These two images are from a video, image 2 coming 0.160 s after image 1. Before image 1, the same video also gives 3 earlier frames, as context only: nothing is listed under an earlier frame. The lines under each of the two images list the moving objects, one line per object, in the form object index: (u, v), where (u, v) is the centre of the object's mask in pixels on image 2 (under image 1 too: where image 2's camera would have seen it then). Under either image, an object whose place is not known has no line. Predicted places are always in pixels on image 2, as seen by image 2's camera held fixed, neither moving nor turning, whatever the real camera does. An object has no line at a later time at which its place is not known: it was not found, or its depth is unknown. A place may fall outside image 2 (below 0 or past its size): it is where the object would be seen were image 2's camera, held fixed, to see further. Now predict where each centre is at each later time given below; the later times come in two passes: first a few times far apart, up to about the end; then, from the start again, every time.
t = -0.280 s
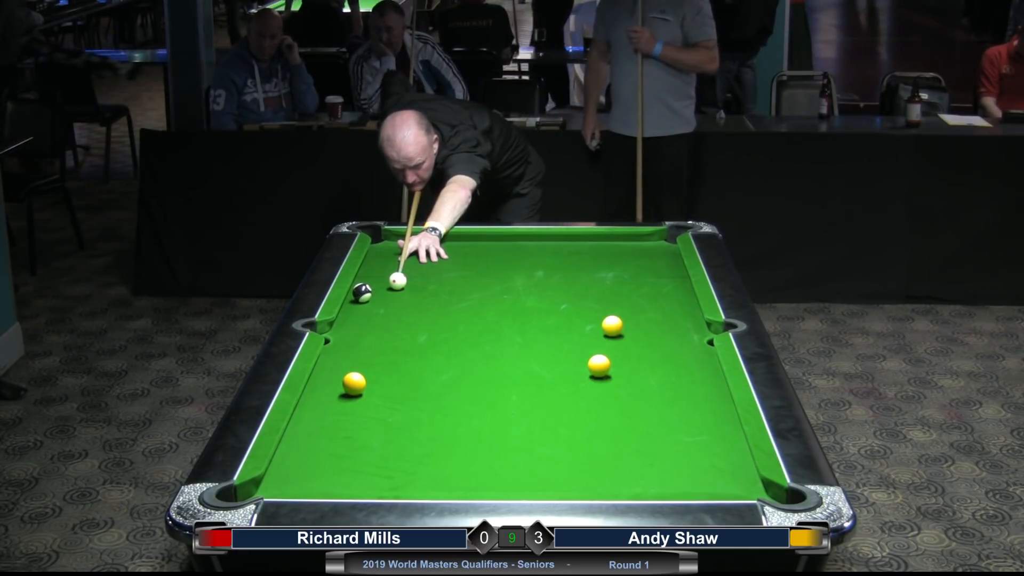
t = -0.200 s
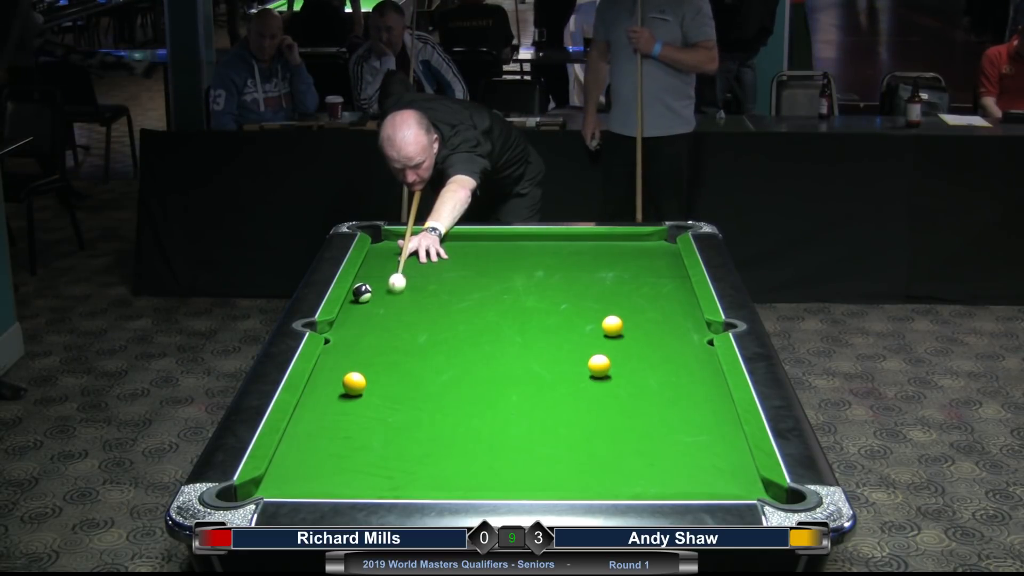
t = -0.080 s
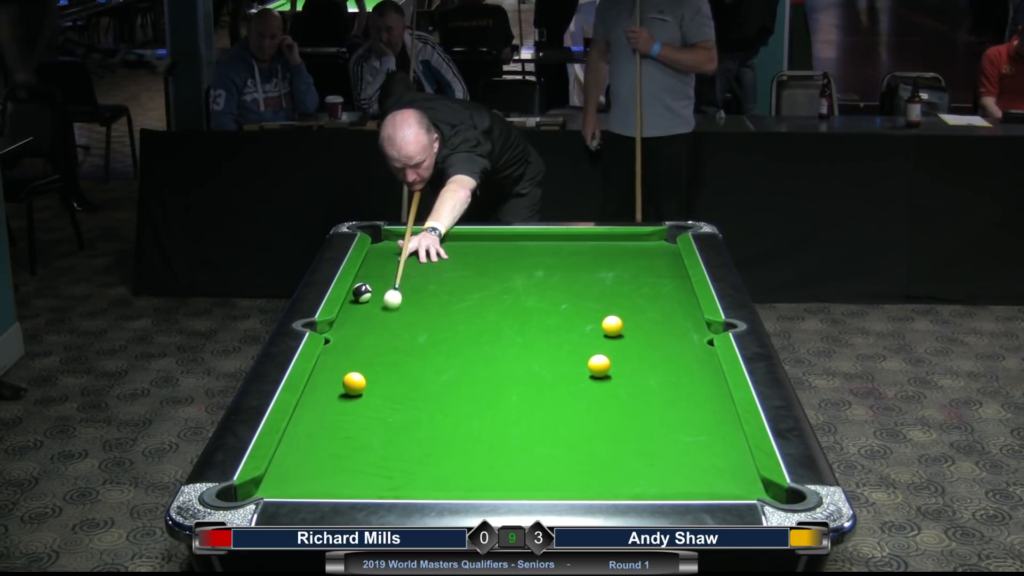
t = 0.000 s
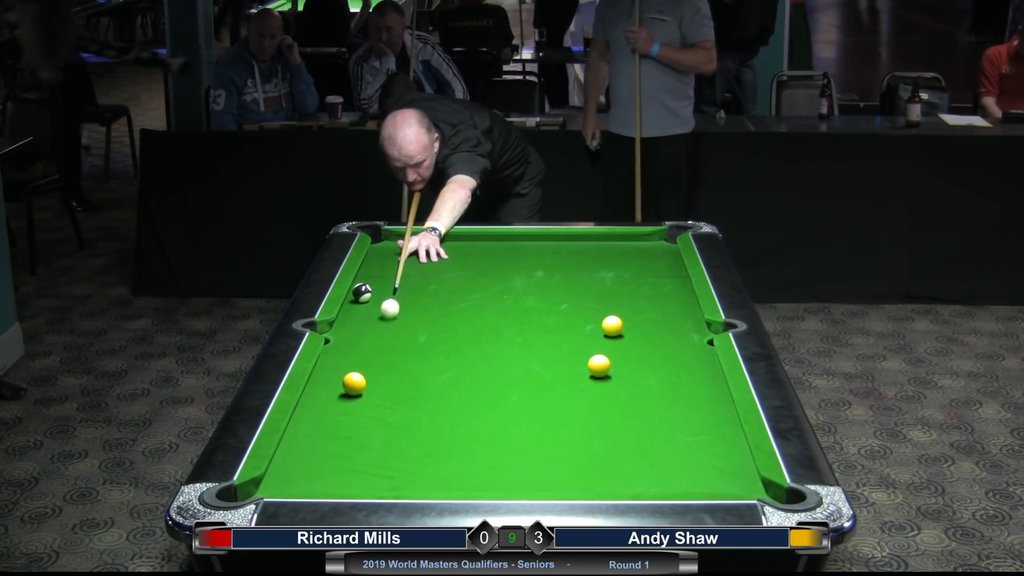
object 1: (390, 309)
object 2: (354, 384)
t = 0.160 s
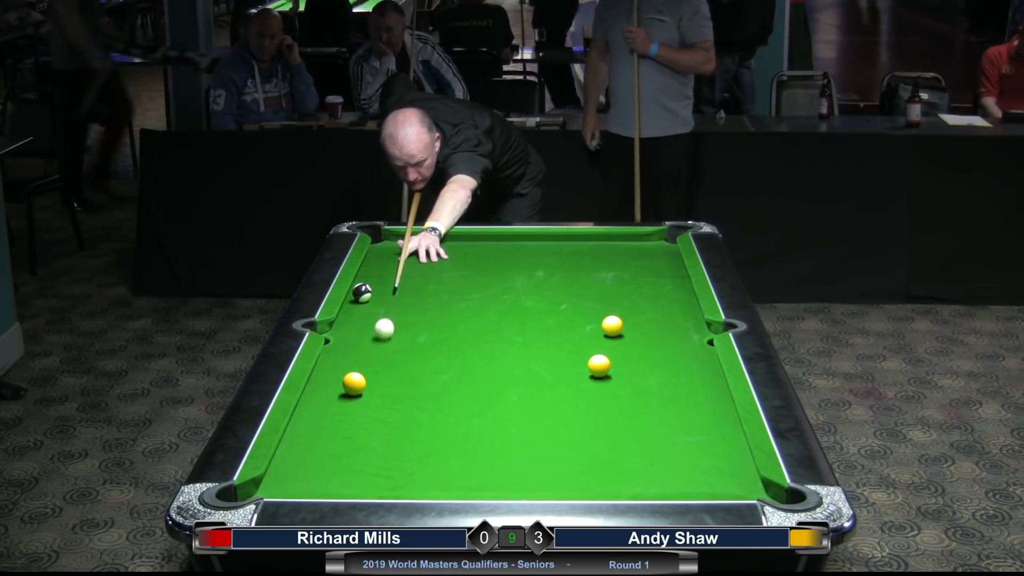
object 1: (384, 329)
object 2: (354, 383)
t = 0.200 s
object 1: (383, 334)
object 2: (354, 383)
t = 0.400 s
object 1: (375, 362)
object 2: (354, 383)
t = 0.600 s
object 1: (385, 384)
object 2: (339, 390)
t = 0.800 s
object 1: (414, 398)
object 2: (313, 401)
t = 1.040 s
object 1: (450, 415)
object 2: (316, 412)
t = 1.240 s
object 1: (480, 430)
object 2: (323, 421)
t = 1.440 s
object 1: (511, 445)
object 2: (330, 429)
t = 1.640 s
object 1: (542, 460)
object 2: (337, 437)
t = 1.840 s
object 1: (574, 474)
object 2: (344, 443)
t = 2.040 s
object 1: (605, 484)
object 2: (350, 449)
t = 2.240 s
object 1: (630, 484)
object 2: (356, 455)
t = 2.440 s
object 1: (648, 480)
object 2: (360, 459)
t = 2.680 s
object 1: (667, 473)
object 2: (364, 463)
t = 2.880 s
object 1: (682, 467)
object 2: (367, 466)
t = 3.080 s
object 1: (694, 463)
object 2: (369, 468)
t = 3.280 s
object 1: (705, 459)
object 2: (369, 469)
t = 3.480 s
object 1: (715, 456)
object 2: (369, 470)
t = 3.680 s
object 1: (723, 454)
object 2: (369, 470)
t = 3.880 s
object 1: (730, 453)
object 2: (369, 470)
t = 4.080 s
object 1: (735, 451)
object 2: (369, 470)
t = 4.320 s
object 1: (738, 451)
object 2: (369, 470)
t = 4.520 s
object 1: (737, 451)
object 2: (369, 470)
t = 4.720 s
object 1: (737, 451)
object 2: (369, 470)
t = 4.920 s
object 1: (738, 451)
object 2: (369, 470)
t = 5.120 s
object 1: (738, 451)
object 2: (369, 470)
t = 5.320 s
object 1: (738, 451)
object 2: (369, 470)
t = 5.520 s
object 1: (738, 451)
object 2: (369, 470)
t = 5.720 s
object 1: (738, 451)
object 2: (369, 470)
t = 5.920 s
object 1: (738, 451)
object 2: (369, 470)
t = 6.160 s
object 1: (737, 451)
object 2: (369, 470)
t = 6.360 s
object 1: (738, 451)
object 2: (369, 470)
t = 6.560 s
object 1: (738, 451)
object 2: (369, 470)
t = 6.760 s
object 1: (738, 451)
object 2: (369, 470)
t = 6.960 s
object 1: (738, 451)
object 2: (369, 470)
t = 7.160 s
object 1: (738, 451)
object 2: (369, 470)
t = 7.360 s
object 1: (737, 451)
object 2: (369, 470)
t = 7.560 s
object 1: (737, 451)
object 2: (369, 470)
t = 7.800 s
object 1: (738, 451)
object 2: (369, 470)
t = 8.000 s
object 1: (738, 451)
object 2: (369, 470)
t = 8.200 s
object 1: (738, 451)
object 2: (369, 470)
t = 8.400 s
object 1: (738, 451)
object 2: (369, 470)
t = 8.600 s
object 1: (738, 451)
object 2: (369, 470)
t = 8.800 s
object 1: (737, 451)
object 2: (369, 470)
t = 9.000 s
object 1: (738, 451)
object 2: (369, 470)
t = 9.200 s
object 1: (738, 451)
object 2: (369, 470)
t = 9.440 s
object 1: (737, 451)
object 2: (369, 470)
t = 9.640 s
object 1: (738, 451)
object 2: (369, 470)
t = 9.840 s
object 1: (737, 451)
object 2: (369, 470)
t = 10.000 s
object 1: (737, 451)
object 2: (369, 470)
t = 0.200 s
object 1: (383, 334)
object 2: (354, 383)
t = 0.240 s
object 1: (381, 340)
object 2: (354, 383)
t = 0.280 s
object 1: (380, 345)
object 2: (354, 383)
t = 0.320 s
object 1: (378, 351)
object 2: (354, 383)
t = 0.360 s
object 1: (376, 356)
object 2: (354, 383)
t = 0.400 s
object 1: (375, 362)
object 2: (354, 383)
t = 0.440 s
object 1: (373, 368)
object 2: (354, 383)
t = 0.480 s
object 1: (372, 373)
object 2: (354, 383)
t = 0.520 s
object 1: (374, 379)
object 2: (353, 384)
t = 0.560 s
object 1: (379, 381)
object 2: (345, 387)
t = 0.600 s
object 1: (385, 384)
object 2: (339, 390)
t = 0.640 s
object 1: (391, 387)
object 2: (334, 392)
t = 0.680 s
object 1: (397, 390)
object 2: (329, 394)
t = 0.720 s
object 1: (403, 392)
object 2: (324, 397)
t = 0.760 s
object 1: (408, 395)
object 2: (319, 399)
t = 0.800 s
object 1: (414, 398)
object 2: (313, 401)
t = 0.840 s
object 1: (420, 401)
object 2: (309, 404)
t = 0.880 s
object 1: (426, 404)
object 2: (310, 405)
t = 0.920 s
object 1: (432, 407)
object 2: (311, 407)
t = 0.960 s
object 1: (438, 409)
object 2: (313, 409)
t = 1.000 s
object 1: (444, 413)
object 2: (314, 411)
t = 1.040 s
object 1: (450, 415)
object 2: (316, 412)
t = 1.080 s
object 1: (456, 419)
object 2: (317, 414)
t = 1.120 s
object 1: (462, 422)
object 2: (319, 416)
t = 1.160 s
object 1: (468, 424)
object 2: (320, 418)
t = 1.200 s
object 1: (474, 428)
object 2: (322, 419)
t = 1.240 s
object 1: (480, 430)
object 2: (323, 421)
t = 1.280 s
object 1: (486, 434)
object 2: (325, 423)
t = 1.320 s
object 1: (492, 436)
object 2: (326, 424)
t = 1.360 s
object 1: (498, 440)
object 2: (327, 426)
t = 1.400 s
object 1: (505, 442)
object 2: (329, 427)
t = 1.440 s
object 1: (511, 445)
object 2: (330, 429)
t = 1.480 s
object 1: (517, 448)
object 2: (332, 431)
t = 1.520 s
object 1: (523, 451)
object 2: (333, 432)
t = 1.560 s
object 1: (530, 454)
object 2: (335, 434)
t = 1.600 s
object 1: (536, 457)
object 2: (336, 435)
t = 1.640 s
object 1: (542, 460)
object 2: (337, 437)
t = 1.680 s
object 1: (548, 462)
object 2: (339, 438)
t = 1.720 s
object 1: (555, 465)
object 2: (340, 439)
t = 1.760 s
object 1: (561, 469)
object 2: (341, 441)
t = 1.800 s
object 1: (568, 472)
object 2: (343, 442)
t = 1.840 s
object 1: (574, 474)
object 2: (344, 443)
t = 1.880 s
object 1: (580, 477)
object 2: (345, 445)
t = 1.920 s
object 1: (586, 479)
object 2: (347, 446)
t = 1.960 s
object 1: (593, 481)
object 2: (348, 447)
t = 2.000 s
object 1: (599, 482)
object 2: (349, 448)
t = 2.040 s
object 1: (605, 484)
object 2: (350, 449)
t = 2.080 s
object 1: (611, 485)
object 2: (351, 450)
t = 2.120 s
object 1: (617, 487)
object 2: (352, 452)
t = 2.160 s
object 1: (621, 485)
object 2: (354, 453)
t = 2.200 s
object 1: (626, 484)
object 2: (355, 454)
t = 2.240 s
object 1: (630, 484)
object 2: (356, 455)
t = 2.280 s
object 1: (633, 483)
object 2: (357, 456)
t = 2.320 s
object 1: (637, 482)
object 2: (357, 457)
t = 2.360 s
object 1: (641, 481)
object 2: (358, 458)
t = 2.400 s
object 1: (644, 480)
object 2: (359, 458)
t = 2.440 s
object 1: (648, 480)
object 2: (360, 459)
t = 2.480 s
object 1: (651, 479)
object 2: (361, 460)
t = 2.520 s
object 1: (655, 478)
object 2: (361, 461)
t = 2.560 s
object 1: (658, 477)
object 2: (362, 461)
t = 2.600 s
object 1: (661, 476)
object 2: (363, 462)
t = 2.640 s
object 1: (664, 474)
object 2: (364, 463)
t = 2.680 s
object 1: (667, 473)
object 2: (364, 463)
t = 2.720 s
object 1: (670, 472)
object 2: (365, 464)
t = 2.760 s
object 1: (673, 471)
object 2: (366, 465)
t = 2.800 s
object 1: (676, 470)
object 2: (367, 465)
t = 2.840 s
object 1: (679, 469)
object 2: (367, 466)
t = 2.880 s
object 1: (682, 467)
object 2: (367, 466)
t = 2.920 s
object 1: (684, 467)
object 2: (368, 467)
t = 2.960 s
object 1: (687, 466)
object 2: (368, 467)
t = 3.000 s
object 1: (689, 465)
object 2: (368, 467)
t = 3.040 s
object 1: (692, 464)
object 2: (369, 468)
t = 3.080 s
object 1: (694, 463)
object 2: (369, 468)
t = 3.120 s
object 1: (696, 462)
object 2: (369, 468)
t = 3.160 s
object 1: (699, 461)
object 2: (369, 469)
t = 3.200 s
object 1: (701, 460)
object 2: (369, 469)
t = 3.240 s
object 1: (703, 460)
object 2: (369, 469)
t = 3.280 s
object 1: (705, 459)
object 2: (369, 469)
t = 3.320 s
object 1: (707, 458)
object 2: (369, 469)
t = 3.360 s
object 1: (709, 458)
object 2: (369, 469)
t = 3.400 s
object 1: (711, 457)
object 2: (369, 470)
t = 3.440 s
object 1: (713, 456)
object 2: (369, 470)
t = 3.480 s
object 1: (715, 456)
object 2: (369, 470)
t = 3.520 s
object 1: (716, 455)
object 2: (369, 470)
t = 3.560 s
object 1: (718, 455)
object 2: (369, 470)
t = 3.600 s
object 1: (720, 454)
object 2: (369, 470)
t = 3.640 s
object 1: (721, 454)
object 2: (369, 470)
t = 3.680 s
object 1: (723, 454)
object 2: (369, 470)
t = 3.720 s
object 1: (724, 453)
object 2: (369, 470)
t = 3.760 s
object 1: (726, 453)
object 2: (369, 470)
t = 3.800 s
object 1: (727, 453)
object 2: (369, 470)
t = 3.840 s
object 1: (729, 453)
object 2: (369, 470)
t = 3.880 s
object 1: (730, 453)
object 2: (369, 470)
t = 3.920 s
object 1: (731, 452)
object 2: (369, 470)
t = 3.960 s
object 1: (732, 452)
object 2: (369, 470)
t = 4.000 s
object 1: (733, 452)
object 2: (369, 470)
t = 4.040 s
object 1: (734, 451)
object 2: (369, 470)
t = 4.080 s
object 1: (735, 451)
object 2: (369, 470)
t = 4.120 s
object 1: (736, 451)
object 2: (369, 470)
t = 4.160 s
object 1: (737, 451)
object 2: (369, 470)
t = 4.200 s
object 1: (738, 451)
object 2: (369, 470)
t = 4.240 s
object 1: (738, 451)
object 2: (369, 470)
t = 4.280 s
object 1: (738, 451)
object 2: (369, 470)
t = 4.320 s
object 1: (738, 451)
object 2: (369, 470)
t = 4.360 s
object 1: (737, 451)
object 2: (369, 470)
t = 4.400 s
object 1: (737, 451)
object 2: (369, 470)
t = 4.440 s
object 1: (737, 451)
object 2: (369, 470)
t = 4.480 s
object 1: (737, 451)
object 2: (369, 470)
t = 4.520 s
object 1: (737, 451)
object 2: (369, 470)
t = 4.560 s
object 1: (737, 451)
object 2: (369, 470)
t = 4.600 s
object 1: (737, 451)
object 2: (369, 470)
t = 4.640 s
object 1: (737, 451)
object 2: (369, 470)
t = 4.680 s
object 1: (737, 451)
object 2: (369, 470)
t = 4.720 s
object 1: (737, 451)
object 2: (369, 470)
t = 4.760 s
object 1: (738, 451)
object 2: (369, 470)
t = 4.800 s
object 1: (738, 451)
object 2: (369, 470)
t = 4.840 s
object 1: (738, 451)
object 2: (369, 470)
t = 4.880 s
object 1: (738, 451)
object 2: (369, 470)
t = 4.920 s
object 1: (738, 451)
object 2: (369, 470)
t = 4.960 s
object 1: (738, 451)
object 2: (369, 470)
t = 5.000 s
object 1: (738, 451)
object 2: (369, 470)
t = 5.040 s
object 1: (738, 451)
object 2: (369, 470)
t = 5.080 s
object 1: (738, 451)
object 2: (369, 470)
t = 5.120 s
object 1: (738, 451)
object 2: (369, 470)
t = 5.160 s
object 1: (738, 451)
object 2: (369, 470)
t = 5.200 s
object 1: (738, 451)
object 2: (369, 470)
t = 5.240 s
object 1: (738, 451)
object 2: (369, 470)
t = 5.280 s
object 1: (738, 451)
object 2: (369, 470)
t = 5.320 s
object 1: (738, 451)
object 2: (369, 470)
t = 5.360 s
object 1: (738, 451)
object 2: (369, 470)
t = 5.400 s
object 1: (738, 451)
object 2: (369, 470)
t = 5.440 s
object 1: (738, 451)
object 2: (369, 470)
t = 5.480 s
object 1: (738, 451)
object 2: (369, 470)
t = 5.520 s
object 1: (738, 451)
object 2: (369, 470)
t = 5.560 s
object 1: (738, 451)
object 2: (369, 470)
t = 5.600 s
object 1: (738, 451)
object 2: (369, 470)
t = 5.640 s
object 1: (738, 451)
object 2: (369, 470)
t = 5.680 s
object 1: (738, 451)
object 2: (369, 470)
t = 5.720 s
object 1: (738, 451)
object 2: (369, 470)
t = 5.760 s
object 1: (737, 451)
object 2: (369, 470)
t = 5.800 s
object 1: (738, 451)
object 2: (369, 470)
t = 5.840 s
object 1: (738, 451)
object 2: (369, 470)
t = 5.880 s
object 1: (738, 451)
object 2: (369, 470)
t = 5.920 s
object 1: (738, 451)
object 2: (369, 470)
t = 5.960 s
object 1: (738, 451)
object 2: (369, 470)
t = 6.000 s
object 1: (738, 451)
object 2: (369, 470)
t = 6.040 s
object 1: (738, 451)
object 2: (369, 470)
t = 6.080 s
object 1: (738, 451)
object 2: (369, 470)
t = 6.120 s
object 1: (737, 451)
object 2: (369, 470)
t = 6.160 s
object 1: (737, 451)
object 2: (369, 470)
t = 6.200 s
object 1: (737, 451)
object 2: (369, 470)
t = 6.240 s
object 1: (737, 451)
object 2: (369, 470)
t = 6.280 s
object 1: (738, 451)
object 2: (369, 470)
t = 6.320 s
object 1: (738, 451)
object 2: (369, 470)
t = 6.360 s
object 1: (738, 451)
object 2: (369, 470)
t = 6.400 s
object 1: (737, 451)
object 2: (369, 470)
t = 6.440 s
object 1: (738, 451)
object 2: (369, 470)
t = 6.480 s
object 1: (738, 451)
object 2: (369, 470)
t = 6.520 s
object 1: (738, 451)
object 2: (369, 470)
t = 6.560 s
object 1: (738, 451)
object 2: (369, 470)
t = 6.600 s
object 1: (738, 451)
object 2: (369, 470)
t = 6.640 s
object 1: (738, 451)
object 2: (369, 470)
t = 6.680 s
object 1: (738, 451)
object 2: (369, 470)
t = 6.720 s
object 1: (738, 451)
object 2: (369, 470)
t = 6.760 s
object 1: (738, 451)
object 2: (369, 470)
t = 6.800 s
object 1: (738, 451)
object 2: (369, 470)
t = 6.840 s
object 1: (738, 451)
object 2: (369, 470)
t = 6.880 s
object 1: (738, 451)
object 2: (369, 470)
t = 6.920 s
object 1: (738, 451)
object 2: (369, 470)
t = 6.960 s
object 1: (738, 451)
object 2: (369, 470)
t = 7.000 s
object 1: (738, 451)
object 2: (369, 470)
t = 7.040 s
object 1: (738, 451)
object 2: (369, 470)
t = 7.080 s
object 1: (738, 451)
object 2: (369, 470)
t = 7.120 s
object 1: (738, 451)
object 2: (369, 470)
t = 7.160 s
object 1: (738, 451)
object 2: (369, 470)
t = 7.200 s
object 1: (738, 451)
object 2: (369, 470)
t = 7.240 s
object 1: (738, 451)
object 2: (369, 470)
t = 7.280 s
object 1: (738, 451)
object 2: (369, 470)
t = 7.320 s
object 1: (737, 451)
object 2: (369, 470)
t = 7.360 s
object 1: (737, 451)
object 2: (369, 470)
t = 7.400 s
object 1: (737, 451)
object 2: (369, 470)
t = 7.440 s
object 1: (738, 451)
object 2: (369, 470)
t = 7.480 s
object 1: (738, 451)
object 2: (369, 470)
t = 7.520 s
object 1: (737, 451)
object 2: (369, 470)
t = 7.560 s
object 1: (737, 451)
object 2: (369, 470)
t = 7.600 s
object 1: (737, 451)
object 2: (369, 470)
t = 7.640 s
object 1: (738, 451)
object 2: (369, 470)
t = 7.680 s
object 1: (738, 451)
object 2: (369, 470)
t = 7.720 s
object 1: (738, 451)
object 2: (369, 470)
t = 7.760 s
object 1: (738, 451)
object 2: (369, 470)
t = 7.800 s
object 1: (738, 451)
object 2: (369, 470)
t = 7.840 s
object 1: (737, 451)
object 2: (369, 470)
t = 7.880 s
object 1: (738, 451)
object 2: (369, 470)
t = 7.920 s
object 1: (738, 451)
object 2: (369, 470)
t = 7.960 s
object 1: (737, 451)
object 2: (369, 470)
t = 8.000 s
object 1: (738, 451)
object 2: (369, 470)
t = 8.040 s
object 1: (738, 451)
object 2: (369, 470)
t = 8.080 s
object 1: (738, 451)
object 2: (369, 470)
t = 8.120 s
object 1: (738, 451)
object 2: (369, 470)
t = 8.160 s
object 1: (738, 451)
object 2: (369, 470)
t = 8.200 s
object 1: (738, 451)
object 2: (369, 470)
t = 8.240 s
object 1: (738, 451)
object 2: (369, 470)
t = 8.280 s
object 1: (738, 451)
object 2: (369, 470)
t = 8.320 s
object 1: (738, 451)
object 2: (369, 470)
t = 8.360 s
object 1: (738, 451)
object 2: (369, 470)
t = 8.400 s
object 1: (738, 451)
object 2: (369, 470)
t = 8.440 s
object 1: (738, 451)
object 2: (369, 470)
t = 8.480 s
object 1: (738, 451)
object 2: (369, 470)
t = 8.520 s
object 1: (738, 451)
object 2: (369, 470)
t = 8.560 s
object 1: (738, 451)
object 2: (369, 470)
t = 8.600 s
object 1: (738, 451)
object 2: (369, 470)
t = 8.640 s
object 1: (737, 451)
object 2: (369, 470)
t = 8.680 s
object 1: (737, 451)
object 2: (369, 470)
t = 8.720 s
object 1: (738, 451)
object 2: (369, 470)
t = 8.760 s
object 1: (737, 451)
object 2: (369, 470)
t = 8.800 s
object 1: (737, 451)
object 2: (369, 470)
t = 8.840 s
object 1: (738, 451)
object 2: (369, 470)
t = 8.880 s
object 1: (738, 451)
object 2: (369, 470)
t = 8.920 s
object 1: (738, 451)
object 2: (369, 470)
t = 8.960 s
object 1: (737, 451)
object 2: (369, 470)
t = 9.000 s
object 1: (738, 451)
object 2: (369, 470)
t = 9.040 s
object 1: (738, 451)
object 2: (369, 470)
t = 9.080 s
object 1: (737, 451)
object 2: (369, 470)
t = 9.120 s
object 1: (737, 451)
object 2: (369, 470)
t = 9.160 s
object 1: (738, 451)
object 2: (369, 470)
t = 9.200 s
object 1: (738, 451)
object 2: (369, 470)
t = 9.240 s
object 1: (738, 451)
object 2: (369, 470)
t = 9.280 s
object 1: (738, 451)
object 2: (369, 470)
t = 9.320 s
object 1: (738, 451)
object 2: (369, 470)
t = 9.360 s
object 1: (737, 451)
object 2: (369, 470)
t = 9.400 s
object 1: (737, 451)
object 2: (369, 470)
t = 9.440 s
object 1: (737, 451)
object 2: (369, 470)
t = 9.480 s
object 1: (737, 451)
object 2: (369, 470)
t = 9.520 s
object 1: (738, 451)
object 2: (369, 470)
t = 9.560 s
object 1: (738, 451)
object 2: (369, 470)
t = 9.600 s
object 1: (738, 451)
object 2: (369, 470)
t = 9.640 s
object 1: (738, 451)
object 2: (369, 470)
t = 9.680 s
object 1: (738, 451)
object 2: (369, 470)
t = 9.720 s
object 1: (738, 451)
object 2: (369, 470)
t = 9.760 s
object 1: (738, 451)
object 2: (369, 470)
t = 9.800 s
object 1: (737, 451)
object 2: (369, 470)
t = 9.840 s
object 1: (737, 451)
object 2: (369, 470)
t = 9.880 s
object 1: (737, 451)
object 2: (369, 470)
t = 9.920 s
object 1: (737, 451)
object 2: (369, 470)
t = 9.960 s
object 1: (737, 451)
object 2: (369, 470)
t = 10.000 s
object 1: (737, 451)
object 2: (369, 470)
